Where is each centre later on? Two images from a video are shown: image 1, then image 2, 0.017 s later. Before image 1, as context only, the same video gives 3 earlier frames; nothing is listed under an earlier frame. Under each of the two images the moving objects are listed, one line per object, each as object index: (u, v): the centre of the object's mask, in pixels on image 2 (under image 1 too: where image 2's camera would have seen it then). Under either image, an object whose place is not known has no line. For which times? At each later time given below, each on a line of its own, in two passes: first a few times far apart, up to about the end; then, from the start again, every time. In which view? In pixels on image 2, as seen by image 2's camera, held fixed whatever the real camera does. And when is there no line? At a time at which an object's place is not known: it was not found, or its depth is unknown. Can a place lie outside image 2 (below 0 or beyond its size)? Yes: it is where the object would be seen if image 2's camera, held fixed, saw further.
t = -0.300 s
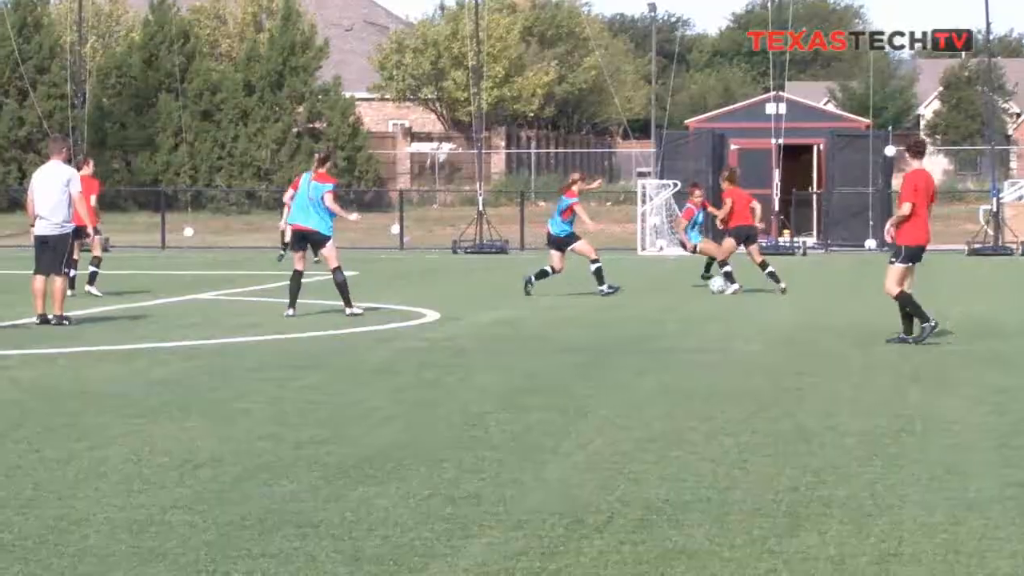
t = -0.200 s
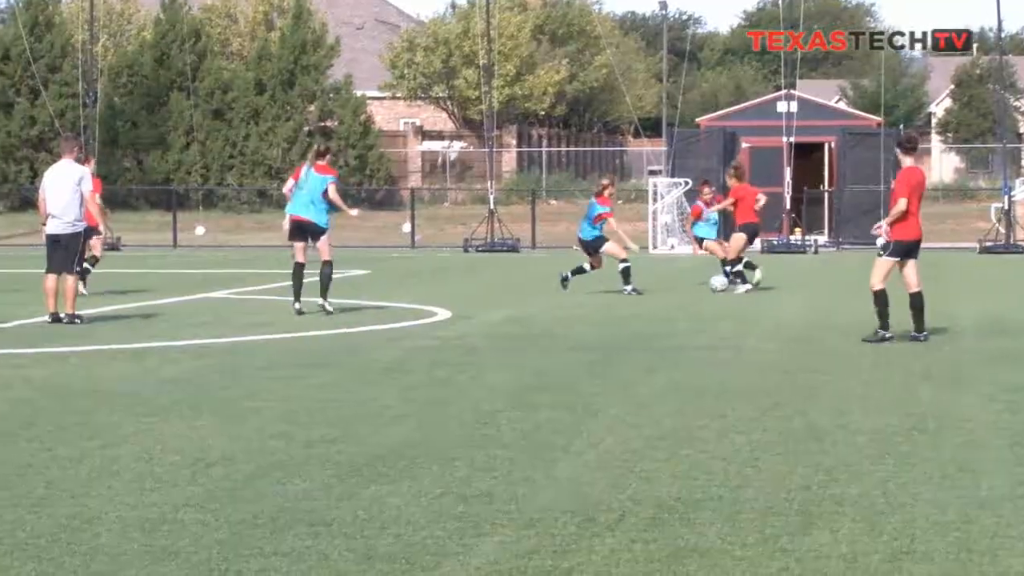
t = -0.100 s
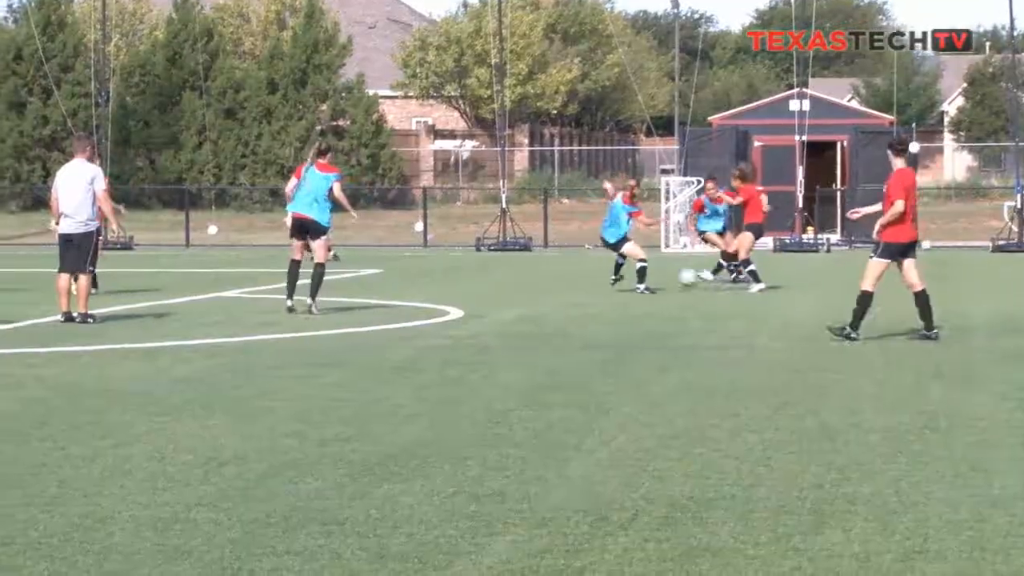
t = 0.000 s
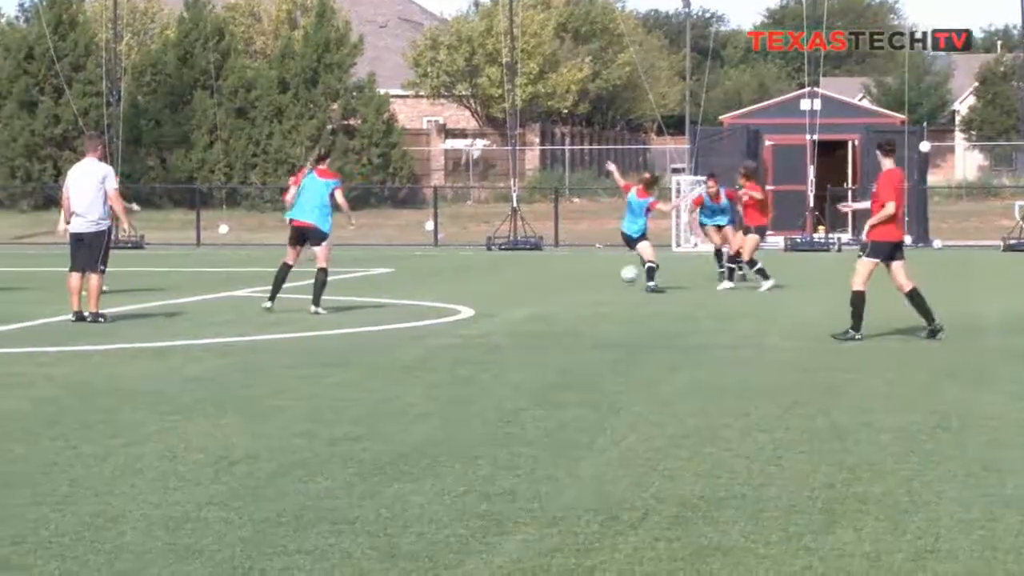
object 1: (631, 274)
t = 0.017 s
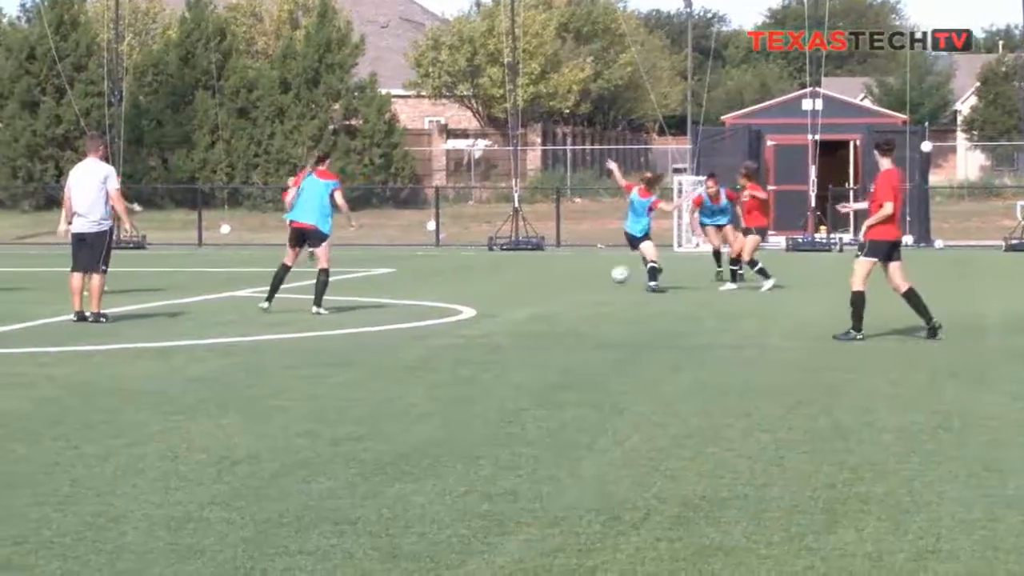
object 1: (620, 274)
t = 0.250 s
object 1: (482, 272)
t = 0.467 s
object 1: (381, 268)
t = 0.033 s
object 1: (608, 274)
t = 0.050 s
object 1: (597, 275)
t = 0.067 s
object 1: (587, 275)
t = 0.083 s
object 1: (576, 276)
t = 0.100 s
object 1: (566, 276)
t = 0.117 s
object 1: (556, 275)
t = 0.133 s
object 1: (547, 274)
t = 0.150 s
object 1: (537, 273)
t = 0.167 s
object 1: (527, 273)
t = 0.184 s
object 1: (519, 272)
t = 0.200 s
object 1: (509, 271)
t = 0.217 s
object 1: (500, 271)
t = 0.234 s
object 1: (491, 271)
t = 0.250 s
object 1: (482, 272)
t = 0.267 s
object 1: (474, 273)
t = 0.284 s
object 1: (465, 273)
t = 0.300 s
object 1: (456, 273)
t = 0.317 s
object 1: (449, 272)
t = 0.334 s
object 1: (440, 271)
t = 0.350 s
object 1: (433, 270)
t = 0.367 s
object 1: (425, 269)
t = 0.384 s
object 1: (418, 269)
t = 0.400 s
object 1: (410, 268)
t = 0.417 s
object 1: (403, 268)
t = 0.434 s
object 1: (396, 268)
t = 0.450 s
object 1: (389, 268)
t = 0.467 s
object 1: (381, 268)
